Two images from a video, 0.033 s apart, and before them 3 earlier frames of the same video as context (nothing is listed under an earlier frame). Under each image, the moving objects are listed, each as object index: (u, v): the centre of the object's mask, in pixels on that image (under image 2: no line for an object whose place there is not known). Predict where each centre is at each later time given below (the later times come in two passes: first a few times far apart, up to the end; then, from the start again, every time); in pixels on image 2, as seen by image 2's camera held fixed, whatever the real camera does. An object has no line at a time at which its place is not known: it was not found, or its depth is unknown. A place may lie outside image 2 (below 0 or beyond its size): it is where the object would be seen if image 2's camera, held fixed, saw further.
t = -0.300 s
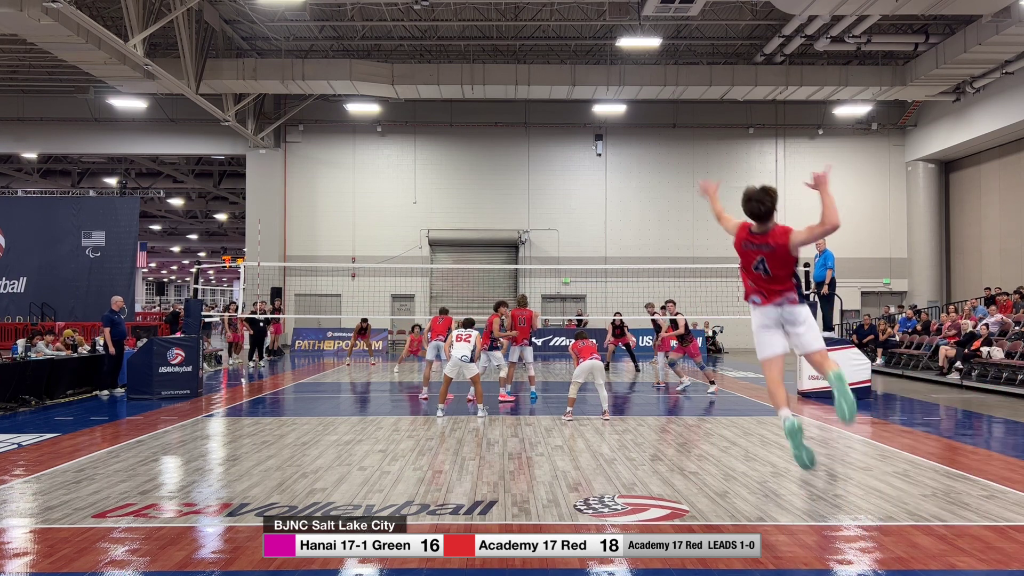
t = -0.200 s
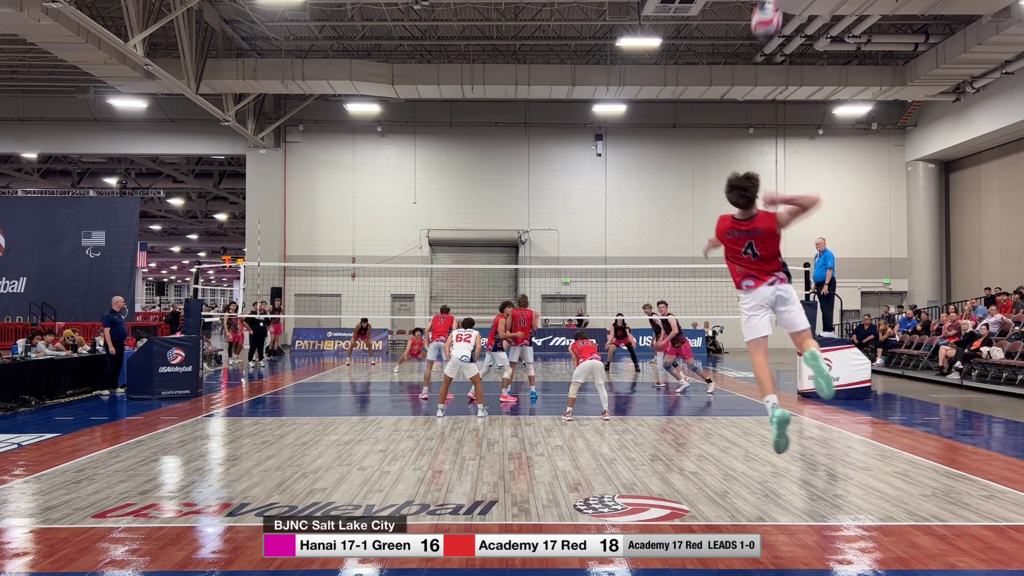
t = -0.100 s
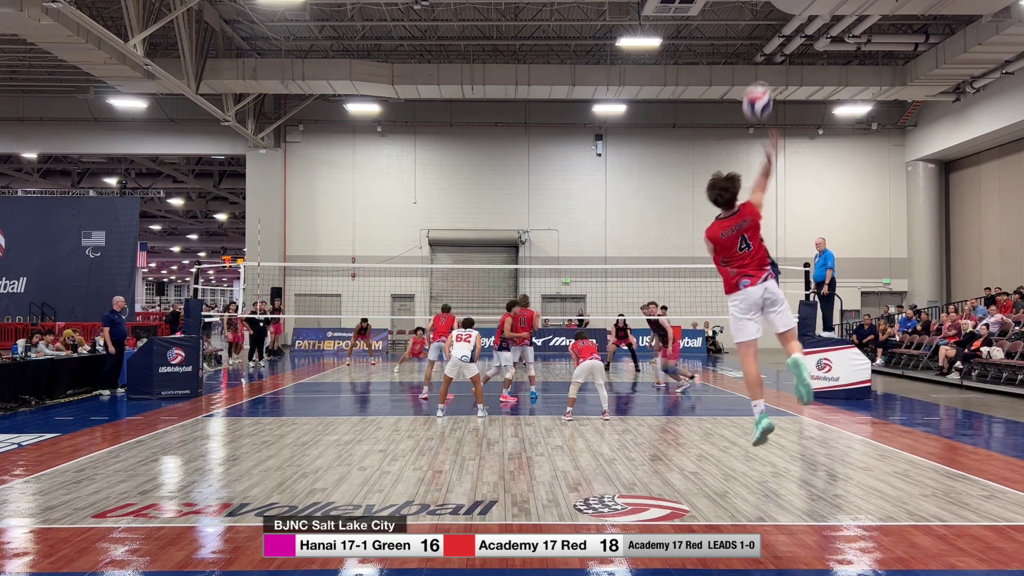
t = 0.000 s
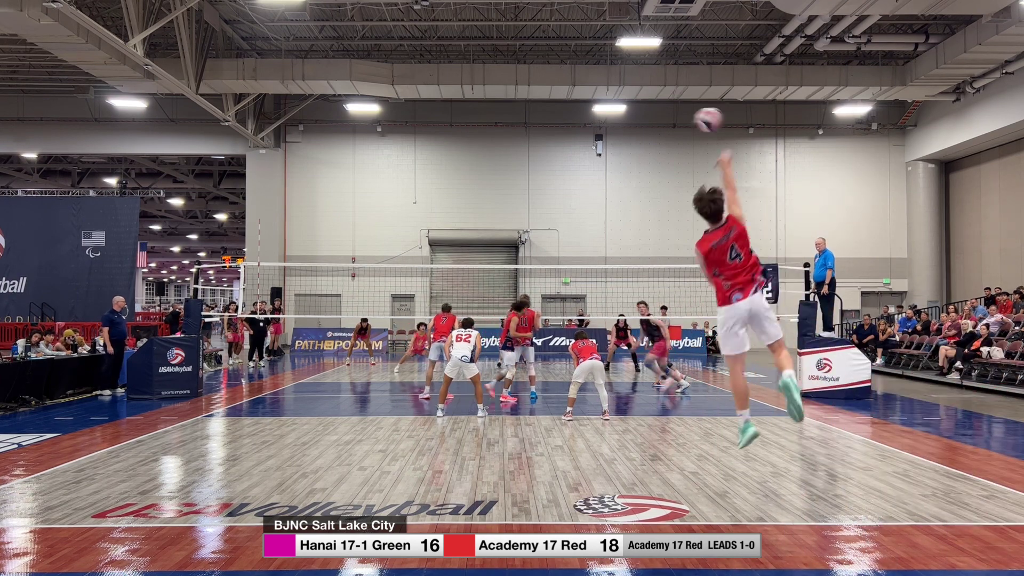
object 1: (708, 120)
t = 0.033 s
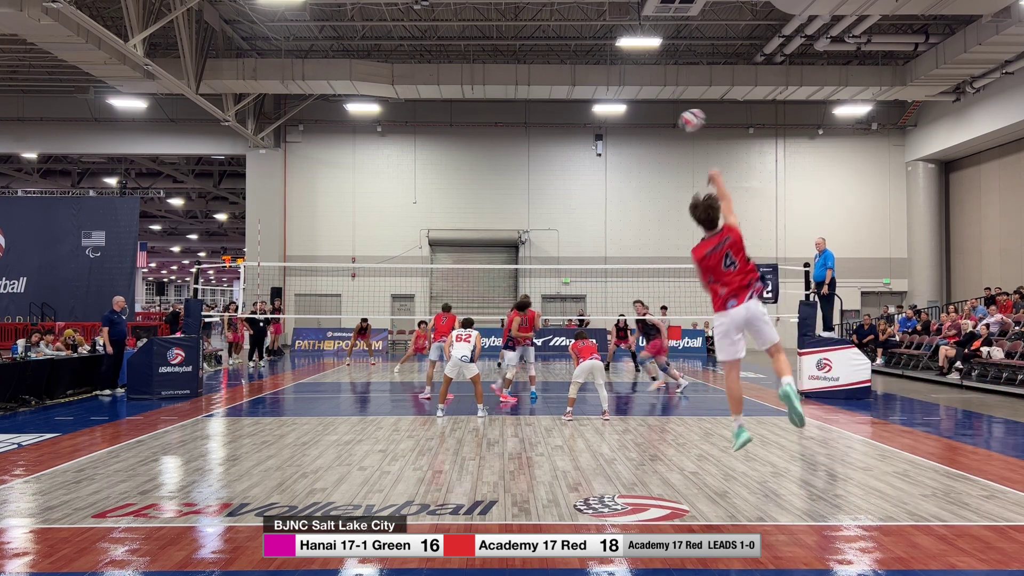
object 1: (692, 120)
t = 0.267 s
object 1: (623, 154)
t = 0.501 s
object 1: (587, 209)
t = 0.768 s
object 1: (564, 281)
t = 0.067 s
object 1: (678, 123)
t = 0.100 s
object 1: (666, 126)
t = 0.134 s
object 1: (655, 130)
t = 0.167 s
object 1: (646, 135)
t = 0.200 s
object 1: (637, 141)
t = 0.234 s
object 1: (629, 147)
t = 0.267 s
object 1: (623, 154)
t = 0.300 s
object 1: (616, 161)
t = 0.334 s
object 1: (610, 169)
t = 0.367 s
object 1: (605, 176)
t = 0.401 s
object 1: (599, 185)
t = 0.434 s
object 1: (595, 192)
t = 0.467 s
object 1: (591, 200)
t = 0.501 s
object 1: (587, 209)
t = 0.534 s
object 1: (583, 217)
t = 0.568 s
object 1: (580, 226)
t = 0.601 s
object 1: (576, 235)
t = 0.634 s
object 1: (573, 244)
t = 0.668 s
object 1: (571, 253)
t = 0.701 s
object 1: (568, 261)
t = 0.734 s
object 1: (566, 272)
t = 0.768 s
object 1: (564, 281)
